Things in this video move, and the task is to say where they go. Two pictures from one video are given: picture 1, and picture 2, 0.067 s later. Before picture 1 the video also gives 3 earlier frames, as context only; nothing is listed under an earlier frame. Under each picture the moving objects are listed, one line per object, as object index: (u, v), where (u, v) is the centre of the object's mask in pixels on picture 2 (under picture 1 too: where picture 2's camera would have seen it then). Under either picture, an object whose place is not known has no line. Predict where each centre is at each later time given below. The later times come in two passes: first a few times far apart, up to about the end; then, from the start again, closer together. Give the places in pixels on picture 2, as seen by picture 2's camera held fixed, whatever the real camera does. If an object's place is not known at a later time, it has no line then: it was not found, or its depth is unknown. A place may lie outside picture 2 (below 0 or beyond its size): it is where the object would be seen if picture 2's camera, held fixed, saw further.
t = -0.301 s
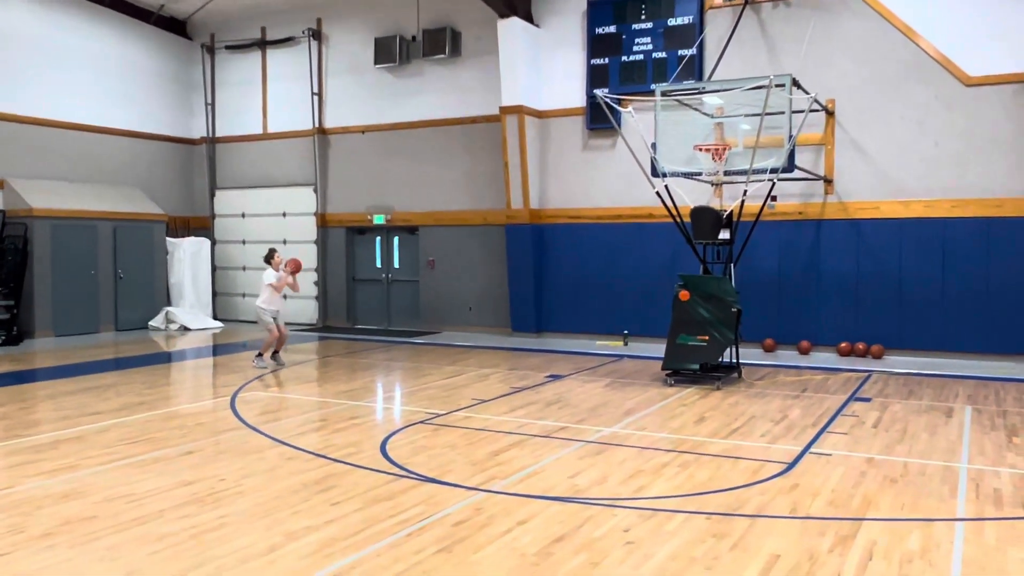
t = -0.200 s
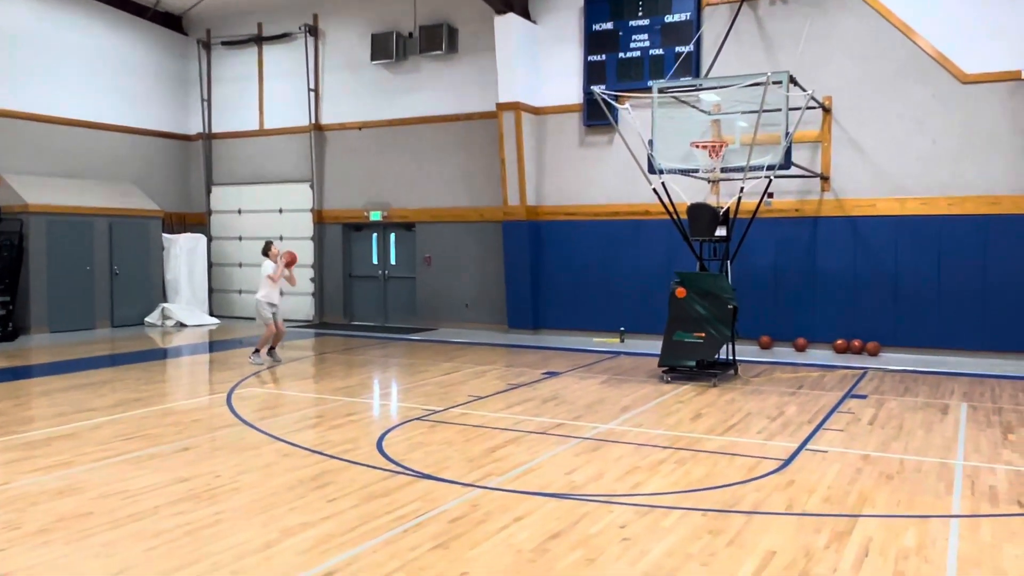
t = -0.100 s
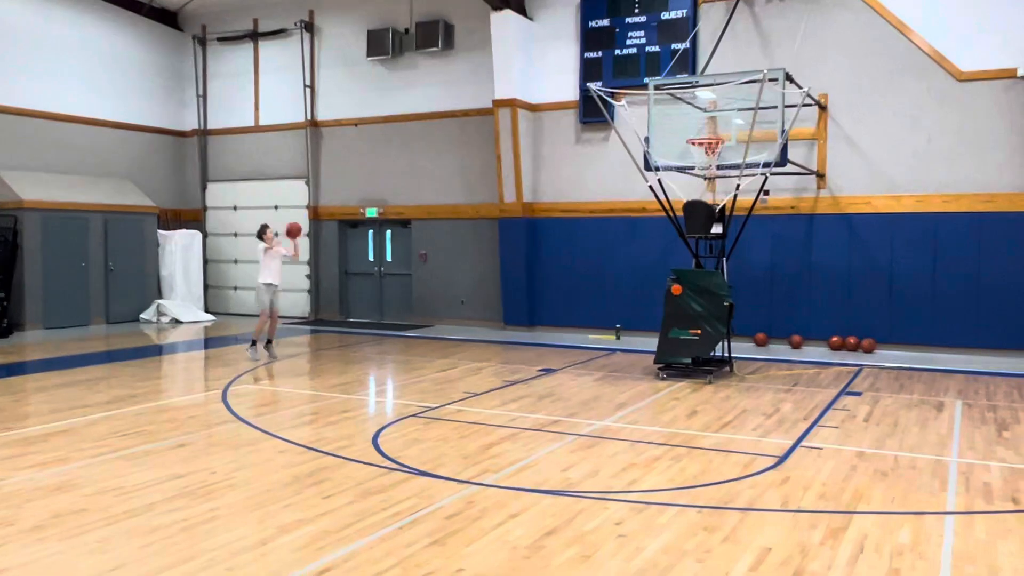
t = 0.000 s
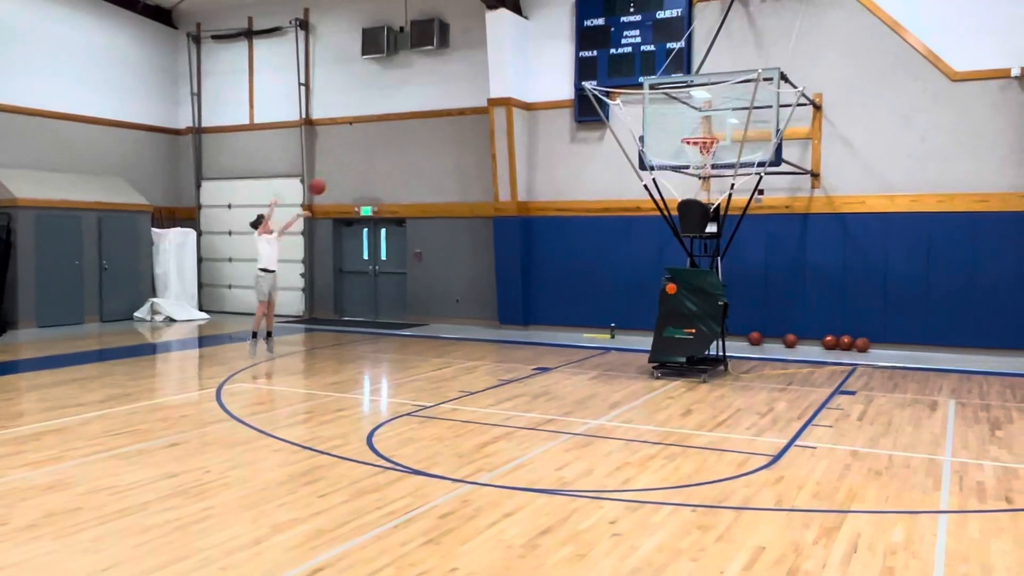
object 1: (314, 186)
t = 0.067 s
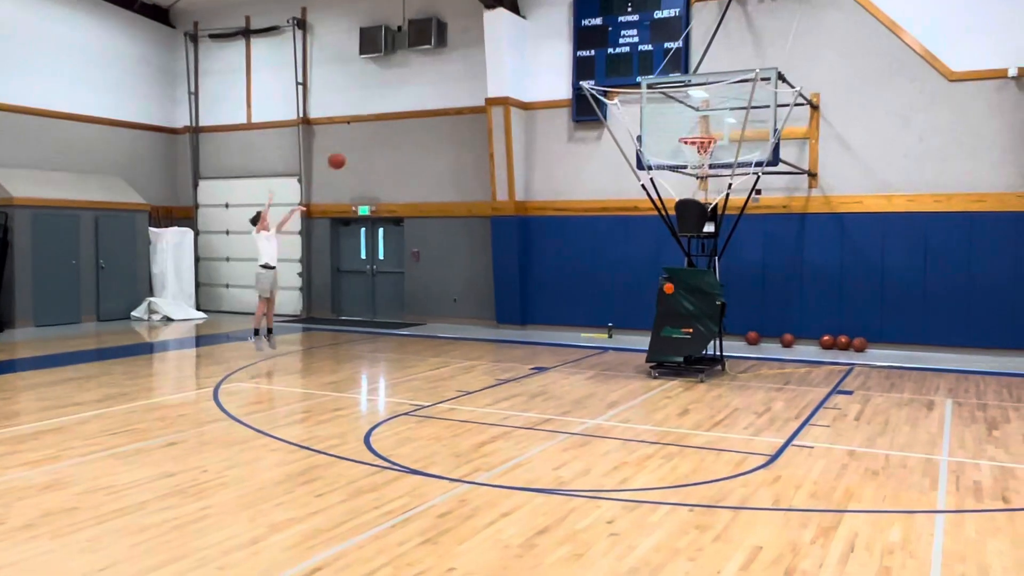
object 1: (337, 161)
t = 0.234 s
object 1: (393, 109)
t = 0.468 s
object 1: (473, 69)
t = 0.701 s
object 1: (553, 68)
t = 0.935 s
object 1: (634, 107)
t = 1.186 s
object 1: (625, 153)
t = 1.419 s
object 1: (637, 126)
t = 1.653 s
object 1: (681, 107)
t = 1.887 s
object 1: (727, 128)
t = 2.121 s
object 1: (756, 173)
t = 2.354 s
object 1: (699, 171)
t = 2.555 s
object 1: (657, 191)
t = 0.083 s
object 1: (342, 154)
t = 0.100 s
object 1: (348, 149)
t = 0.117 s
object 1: (353, 144)
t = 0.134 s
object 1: (359, 138)
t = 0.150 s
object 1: (364, 133)
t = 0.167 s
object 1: (370, 129)
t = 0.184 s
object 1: (376, 124)
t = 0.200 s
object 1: (382, 119)
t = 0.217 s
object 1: (387, 114)
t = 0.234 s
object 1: (393, 109)
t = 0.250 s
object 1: (398, 105)
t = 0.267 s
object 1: (405, 101)
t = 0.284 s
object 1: (410, 98)
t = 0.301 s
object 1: (416, 94)
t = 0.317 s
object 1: (421, 91)
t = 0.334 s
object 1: (427, 88)
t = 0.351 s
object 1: (433, 85)
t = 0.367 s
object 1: (439, 82)
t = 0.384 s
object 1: (444, 80)
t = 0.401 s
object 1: (450, 77)
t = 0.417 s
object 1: (455, 75)
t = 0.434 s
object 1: (461, 73)
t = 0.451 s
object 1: (467, 71)
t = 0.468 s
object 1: (473, 69)
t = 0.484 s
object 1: (478, 68)
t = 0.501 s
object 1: (484, 67)
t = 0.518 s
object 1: (490, 66)
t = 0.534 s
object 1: (495, 65)
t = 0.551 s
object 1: (501, 65)
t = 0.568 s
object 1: (507, 64)
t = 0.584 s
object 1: (512, 64)
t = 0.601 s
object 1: (518, 64)
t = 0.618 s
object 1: (524, 64)
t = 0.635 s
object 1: (530, 64)
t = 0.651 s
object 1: (535, 65)
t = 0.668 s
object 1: (541, 66)
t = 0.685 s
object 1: (547, 67)
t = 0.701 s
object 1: (553, 68)
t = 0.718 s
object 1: (559, 69)
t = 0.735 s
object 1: (564, 71)
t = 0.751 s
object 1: (570, 72)
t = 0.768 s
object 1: (576, 74)
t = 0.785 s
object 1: (582, 75)
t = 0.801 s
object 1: (588, 78)
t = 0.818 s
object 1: (594, 80)
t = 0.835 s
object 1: (600, 82)
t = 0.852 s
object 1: (606, 83)
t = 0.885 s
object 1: (616, 95)
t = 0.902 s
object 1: (621, 99)
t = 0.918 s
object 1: (628, 102)
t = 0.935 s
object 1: (634, 107)
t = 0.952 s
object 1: (640, 110)
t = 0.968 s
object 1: (645, 115)
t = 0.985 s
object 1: (651, 120)
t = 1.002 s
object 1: (657, 125)
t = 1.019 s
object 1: (662, 130)
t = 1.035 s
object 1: (668, 135)
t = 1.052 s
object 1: (671, 139)
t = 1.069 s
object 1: (665, 140)
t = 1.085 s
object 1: (659, 142)
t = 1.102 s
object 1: (653, 144)
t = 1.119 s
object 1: (646, 145)
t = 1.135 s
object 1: (641, 148)
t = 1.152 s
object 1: (634, 149)
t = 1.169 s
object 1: (629, 152)
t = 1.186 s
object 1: (625, 153)
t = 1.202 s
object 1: (620, 154)
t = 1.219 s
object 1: (617, 155)
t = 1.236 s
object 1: (616, 154)
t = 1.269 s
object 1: (615, 153)
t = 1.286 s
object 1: (616, 150)
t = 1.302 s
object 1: (618, 148)
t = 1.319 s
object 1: (619, 145)
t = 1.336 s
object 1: (622, 142)
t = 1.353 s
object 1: (625, 138)
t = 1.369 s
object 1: (628, 135)
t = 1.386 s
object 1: (630, 132)
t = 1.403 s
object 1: (634, 129)
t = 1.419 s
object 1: (637, 126)
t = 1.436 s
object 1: (640, 123)
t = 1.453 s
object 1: (643, 121)
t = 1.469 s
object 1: (647, 117)
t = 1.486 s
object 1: (650, 116)
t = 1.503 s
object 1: (652, 114)
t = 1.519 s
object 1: (656, 113)
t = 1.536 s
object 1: (659, 110)
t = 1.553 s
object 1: (662, 109)
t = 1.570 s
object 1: (665, 109)
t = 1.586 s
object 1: (669, 108)
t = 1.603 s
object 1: (673, 107)
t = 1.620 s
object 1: (675, 107)
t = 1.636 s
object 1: (678, 107)
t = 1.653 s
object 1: (681, 107)
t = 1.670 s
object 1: (685, 107)
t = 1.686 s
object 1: (688, 106)
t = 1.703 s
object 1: (691, 108)
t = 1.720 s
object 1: (694, 110)
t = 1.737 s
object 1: (698, 111)
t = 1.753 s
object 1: (700, 112)
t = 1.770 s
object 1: (704, 112)
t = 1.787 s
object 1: (707, 115)
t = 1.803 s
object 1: (710, 117)
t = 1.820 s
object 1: (714, 118)
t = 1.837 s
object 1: (716, 121)
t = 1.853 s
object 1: (720, 124)
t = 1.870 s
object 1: (723, 126)
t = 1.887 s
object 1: (727, 128)
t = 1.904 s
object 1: (730, 132)
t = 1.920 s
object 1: (733, 135)
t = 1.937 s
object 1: (736, 140)
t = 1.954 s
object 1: (740, 144)
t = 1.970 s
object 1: (743, 147)
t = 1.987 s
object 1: (747, 151)
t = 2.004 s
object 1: (749, 157)
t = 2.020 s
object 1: (752, 160)
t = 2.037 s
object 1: (755, 164)
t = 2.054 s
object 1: (757, 166)
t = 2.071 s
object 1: (759, 168)
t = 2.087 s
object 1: (758, 172)
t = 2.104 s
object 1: (758, 173)
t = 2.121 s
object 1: (756, 173)
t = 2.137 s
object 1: (753, 173)
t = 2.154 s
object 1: (749, 173)
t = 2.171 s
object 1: (745, 172)
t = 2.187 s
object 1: (742, 172)
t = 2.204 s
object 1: (737, 171)
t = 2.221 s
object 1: (733, 171)
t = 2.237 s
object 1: (728, 170)
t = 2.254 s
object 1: (725, 170)
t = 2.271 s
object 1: (720, 170)
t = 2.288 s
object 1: (716, 170)
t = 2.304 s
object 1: (711, 170)
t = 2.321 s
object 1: (708, 170)
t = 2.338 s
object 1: (703, 170)
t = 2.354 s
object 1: (699, 171)
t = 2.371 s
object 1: (696, 173)
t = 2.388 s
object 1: (692, 174)
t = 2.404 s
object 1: (688, 175)
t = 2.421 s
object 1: (684, 177)
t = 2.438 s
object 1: (680, 178)
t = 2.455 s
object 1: (676, 180)
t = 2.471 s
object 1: (672, 183)
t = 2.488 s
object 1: (668, 185)
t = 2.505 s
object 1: (665, 187)
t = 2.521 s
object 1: (661, 189)
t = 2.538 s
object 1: (659, 191)
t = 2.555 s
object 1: (657, 191)
